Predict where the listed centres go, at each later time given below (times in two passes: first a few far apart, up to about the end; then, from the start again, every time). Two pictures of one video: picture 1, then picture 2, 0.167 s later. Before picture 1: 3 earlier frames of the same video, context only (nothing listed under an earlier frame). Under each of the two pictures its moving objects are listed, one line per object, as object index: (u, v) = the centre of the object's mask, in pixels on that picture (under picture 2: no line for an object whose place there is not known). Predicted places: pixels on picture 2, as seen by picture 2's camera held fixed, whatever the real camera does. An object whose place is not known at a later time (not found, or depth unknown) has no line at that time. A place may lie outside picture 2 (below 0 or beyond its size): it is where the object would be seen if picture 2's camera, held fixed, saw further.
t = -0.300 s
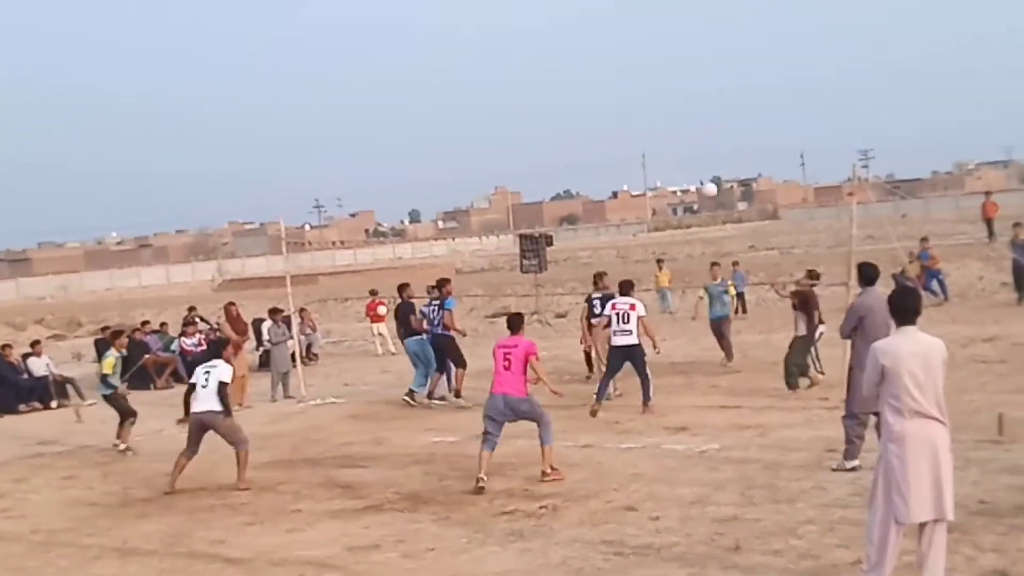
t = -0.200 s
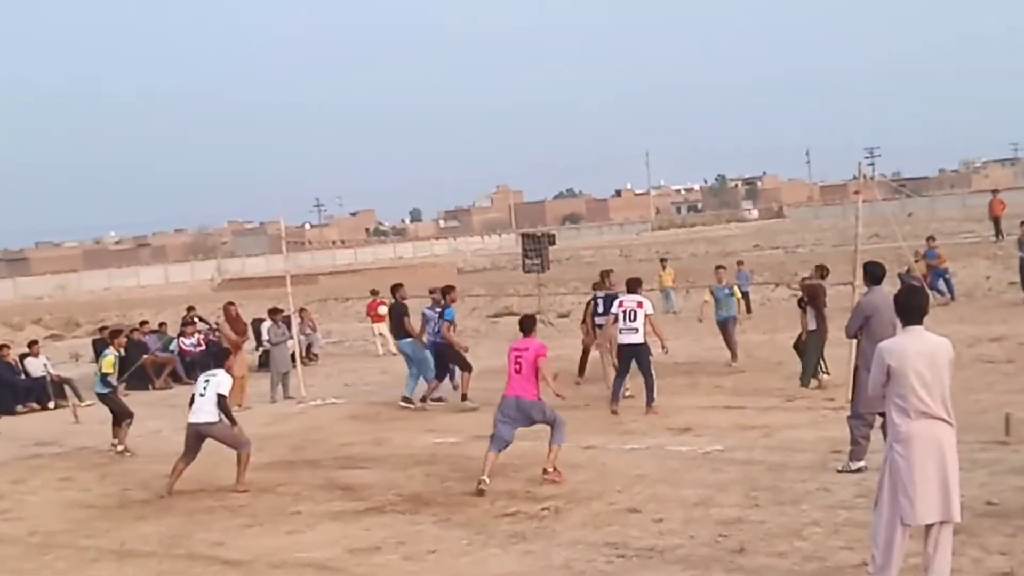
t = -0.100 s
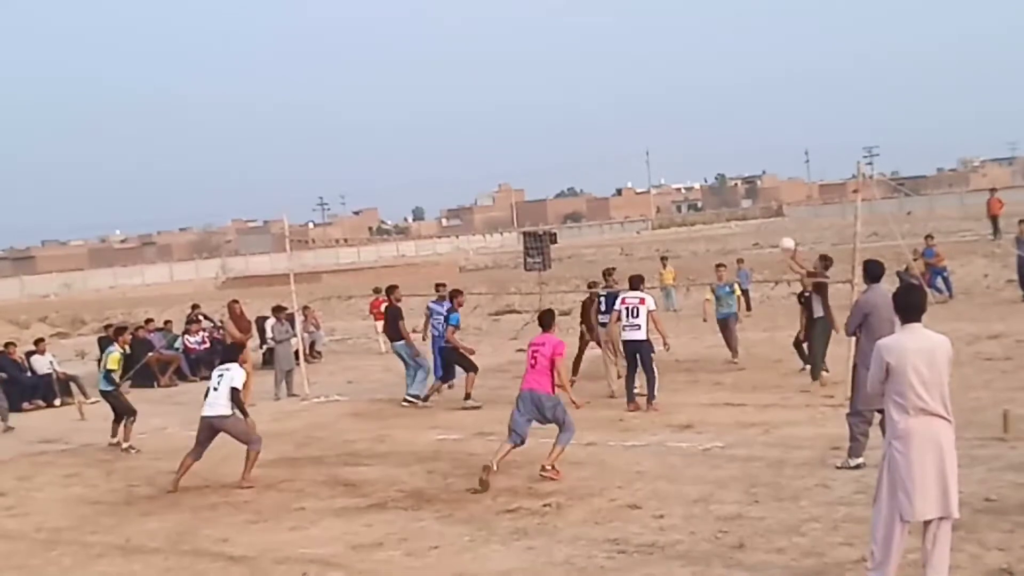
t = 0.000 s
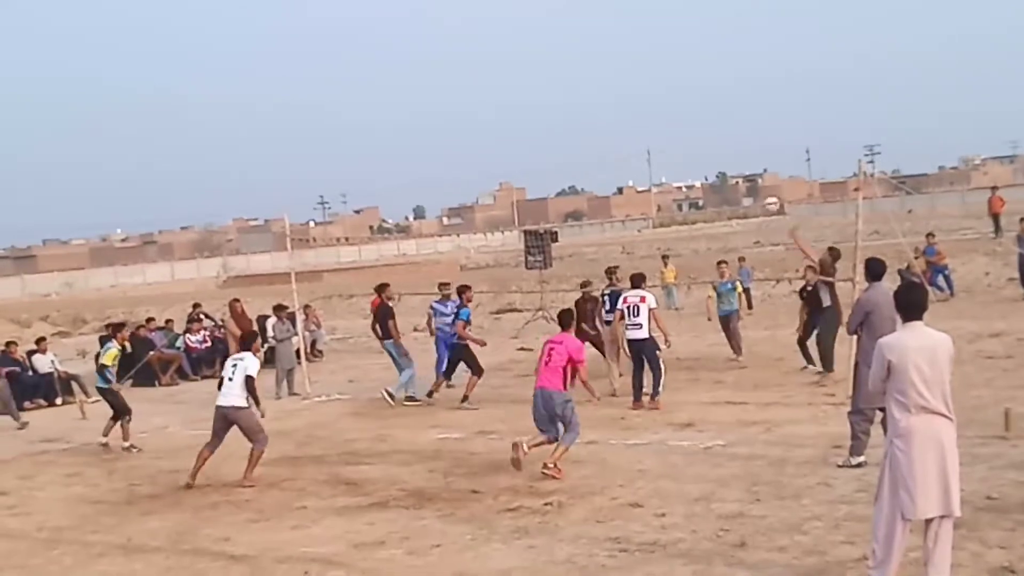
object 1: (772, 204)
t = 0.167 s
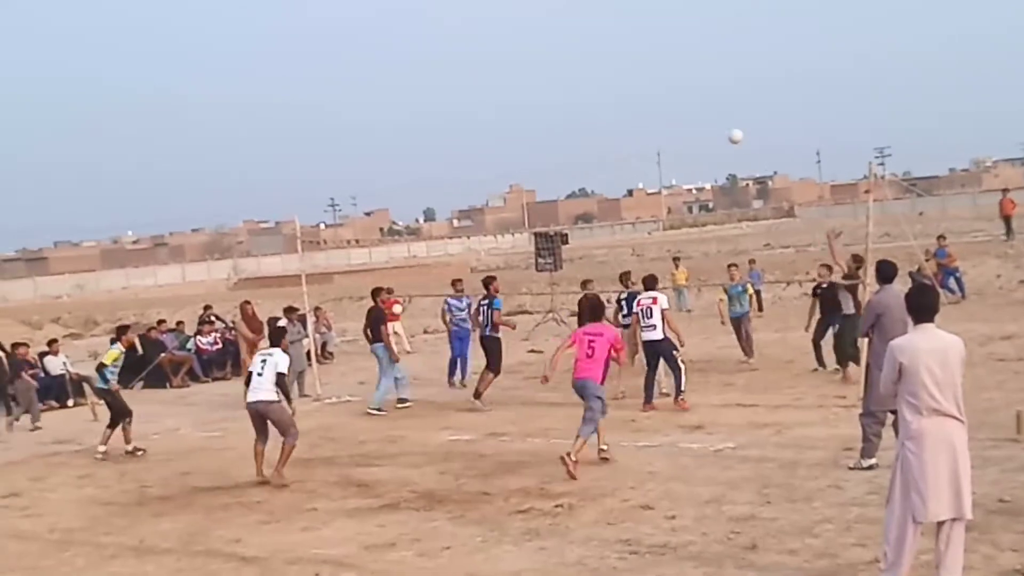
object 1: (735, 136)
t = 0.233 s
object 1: (718, 115)
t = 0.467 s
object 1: (663, 66)
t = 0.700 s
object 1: (615, 59)
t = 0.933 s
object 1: (575, 91)
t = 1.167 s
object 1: (543, 156)
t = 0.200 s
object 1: (727, 125)
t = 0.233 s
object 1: (718, 115)
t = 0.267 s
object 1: (710, 105)
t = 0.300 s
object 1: (701, 96)
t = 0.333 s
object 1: (694, 89)
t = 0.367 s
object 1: (685, 81)
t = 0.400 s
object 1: (678, 75)
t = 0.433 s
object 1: (671, 70)
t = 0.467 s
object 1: (663, 66)
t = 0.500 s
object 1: (656, 63)
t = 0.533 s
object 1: (648, 59)
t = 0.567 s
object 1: (641, 58)
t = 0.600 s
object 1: (634, 57)
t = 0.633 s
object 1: (628, 56)
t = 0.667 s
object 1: (621, 57)
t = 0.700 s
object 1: (615, 59)
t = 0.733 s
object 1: (608, 61)
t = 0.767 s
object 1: (602, 64)
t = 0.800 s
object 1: (596, 68)
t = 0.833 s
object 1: (590, 73)
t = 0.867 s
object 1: (585, 78)
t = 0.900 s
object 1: (580, 84)
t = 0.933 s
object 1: (575, 91)
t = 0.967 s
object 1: (570, 98)
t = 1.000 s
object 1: (566, 106)
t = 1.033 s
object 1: (561, 115)
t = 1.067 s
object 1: (556, 124)
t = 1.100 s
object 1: (552, 134)
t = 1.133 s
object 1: (547, 145)
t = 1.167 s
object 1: (543, 156)
